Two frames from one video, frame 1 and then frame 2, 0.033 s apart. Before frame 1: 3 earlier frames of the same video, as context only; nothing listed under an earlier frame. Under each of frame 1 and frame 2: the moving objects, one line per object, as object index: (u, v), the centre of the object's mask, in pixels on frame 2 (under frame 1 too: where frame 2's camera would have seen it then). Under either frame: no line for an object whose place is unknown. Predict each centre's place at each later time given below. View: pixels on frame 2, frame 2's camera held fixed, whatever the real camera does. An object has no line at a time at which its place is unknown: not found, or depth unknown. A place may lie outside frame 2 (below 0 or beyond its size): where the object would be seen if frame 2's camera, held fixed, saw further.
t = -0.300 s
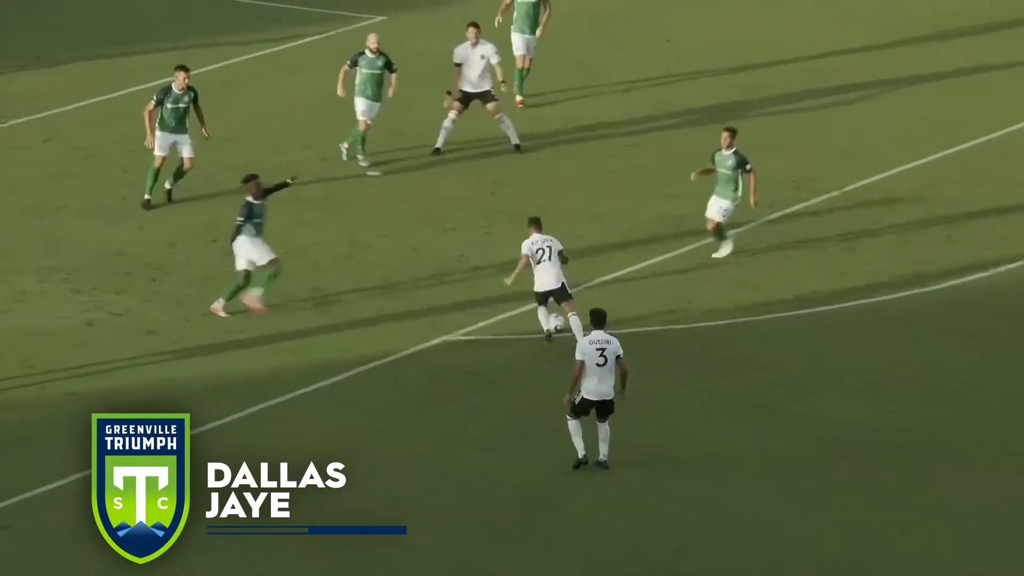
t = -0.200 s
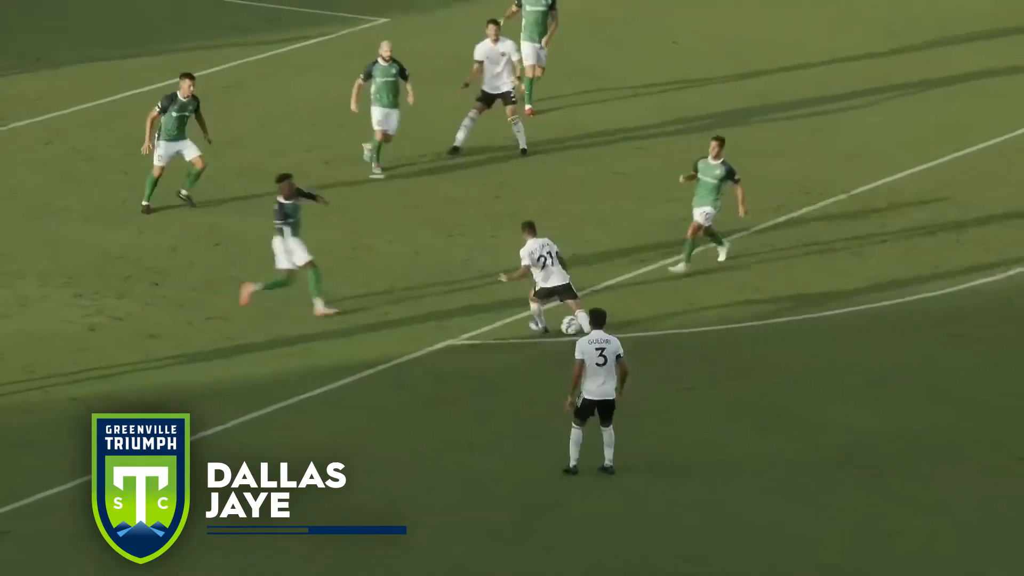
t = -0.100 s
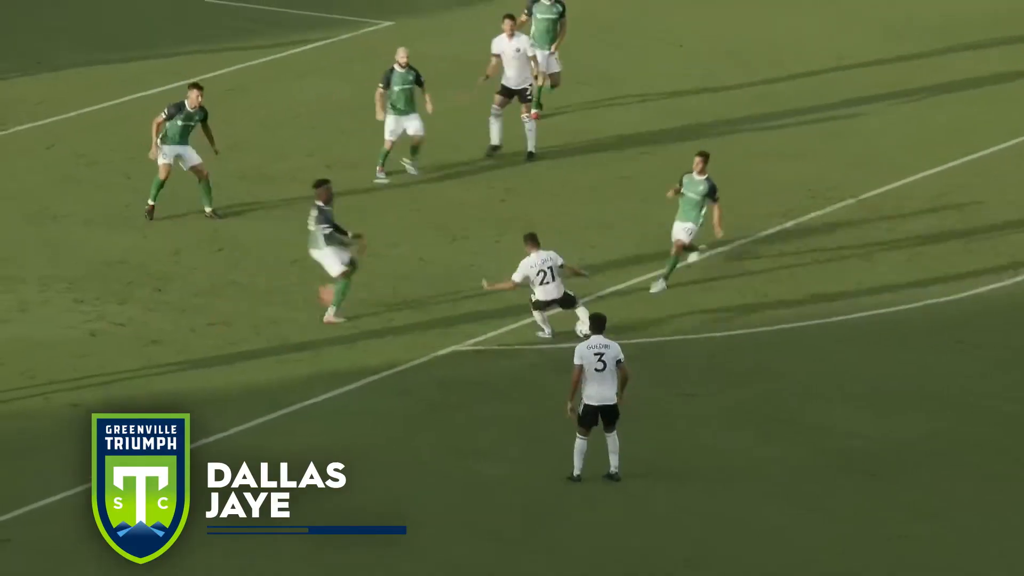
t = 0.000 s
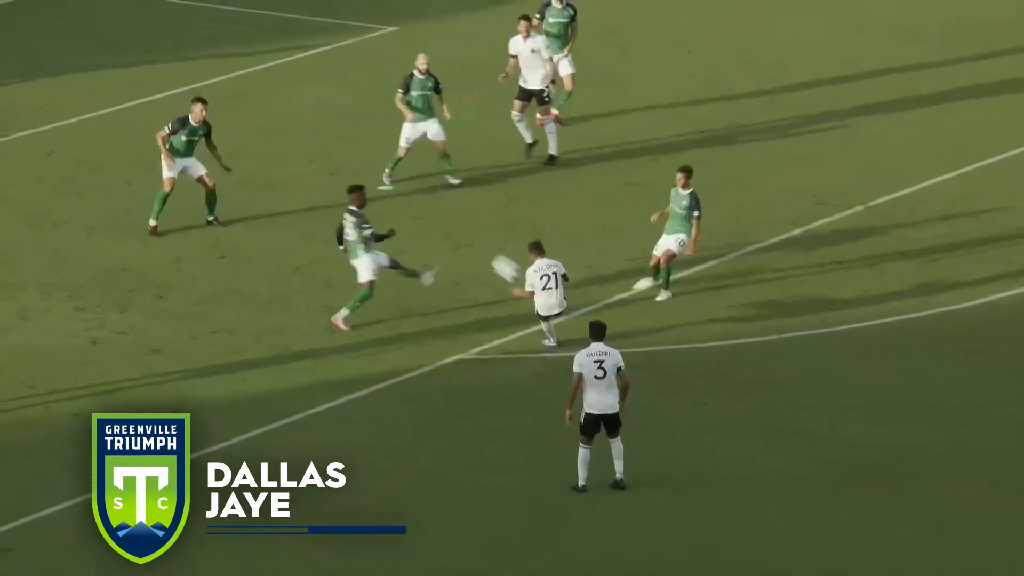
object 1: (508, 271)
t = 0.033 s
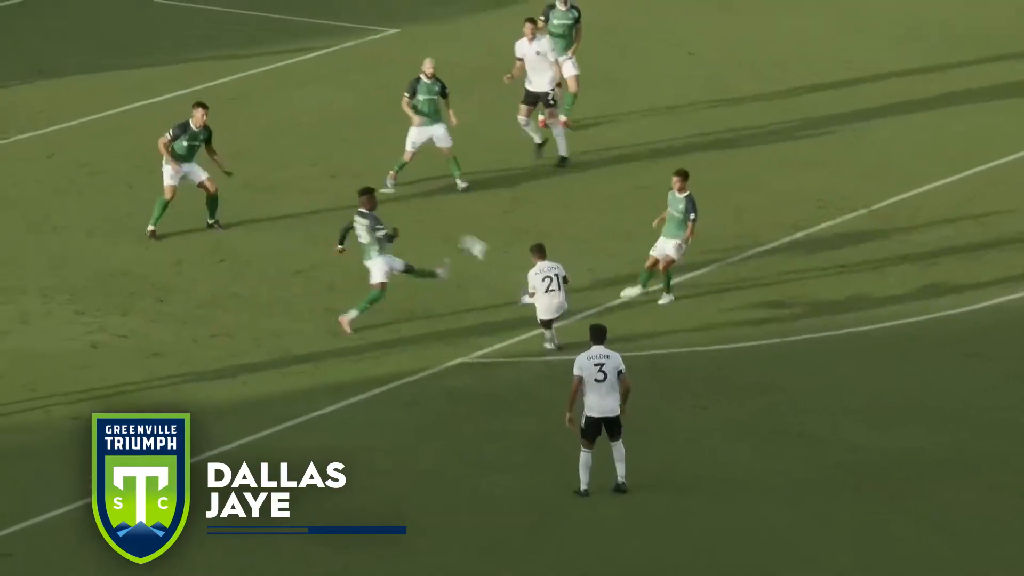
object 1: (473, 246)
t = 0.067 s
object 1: (439, 224)
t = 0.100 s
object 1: (407, 203)
